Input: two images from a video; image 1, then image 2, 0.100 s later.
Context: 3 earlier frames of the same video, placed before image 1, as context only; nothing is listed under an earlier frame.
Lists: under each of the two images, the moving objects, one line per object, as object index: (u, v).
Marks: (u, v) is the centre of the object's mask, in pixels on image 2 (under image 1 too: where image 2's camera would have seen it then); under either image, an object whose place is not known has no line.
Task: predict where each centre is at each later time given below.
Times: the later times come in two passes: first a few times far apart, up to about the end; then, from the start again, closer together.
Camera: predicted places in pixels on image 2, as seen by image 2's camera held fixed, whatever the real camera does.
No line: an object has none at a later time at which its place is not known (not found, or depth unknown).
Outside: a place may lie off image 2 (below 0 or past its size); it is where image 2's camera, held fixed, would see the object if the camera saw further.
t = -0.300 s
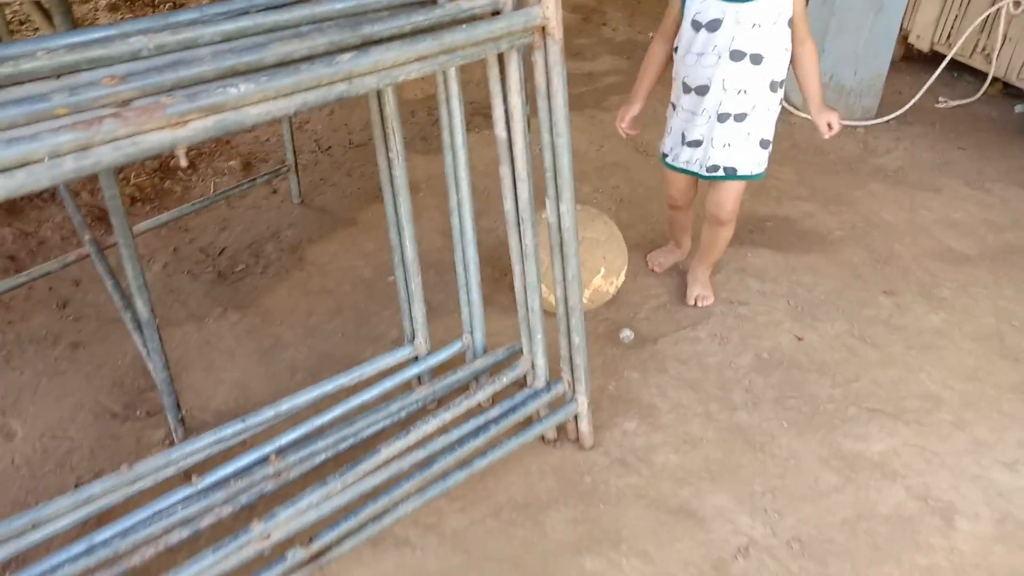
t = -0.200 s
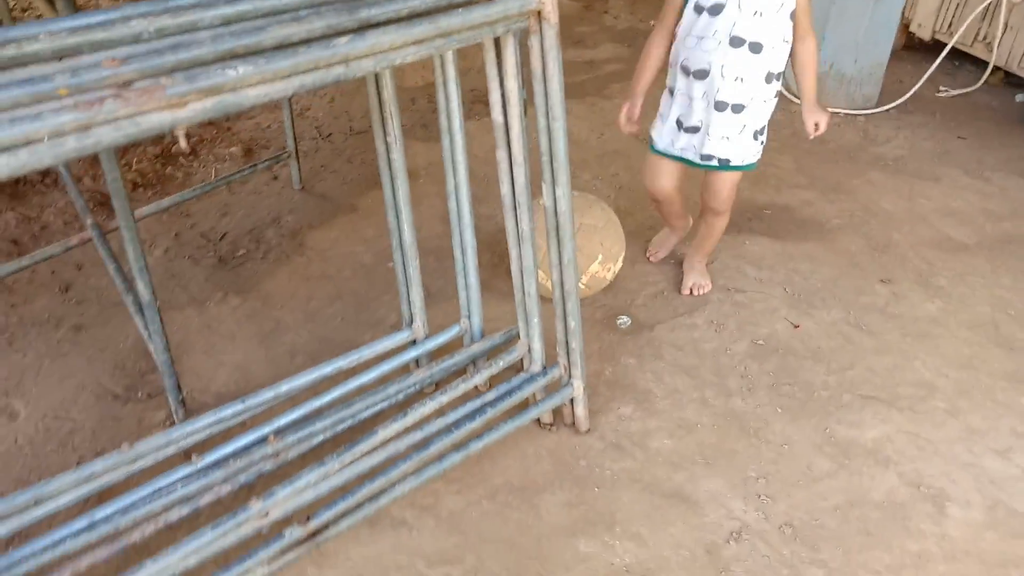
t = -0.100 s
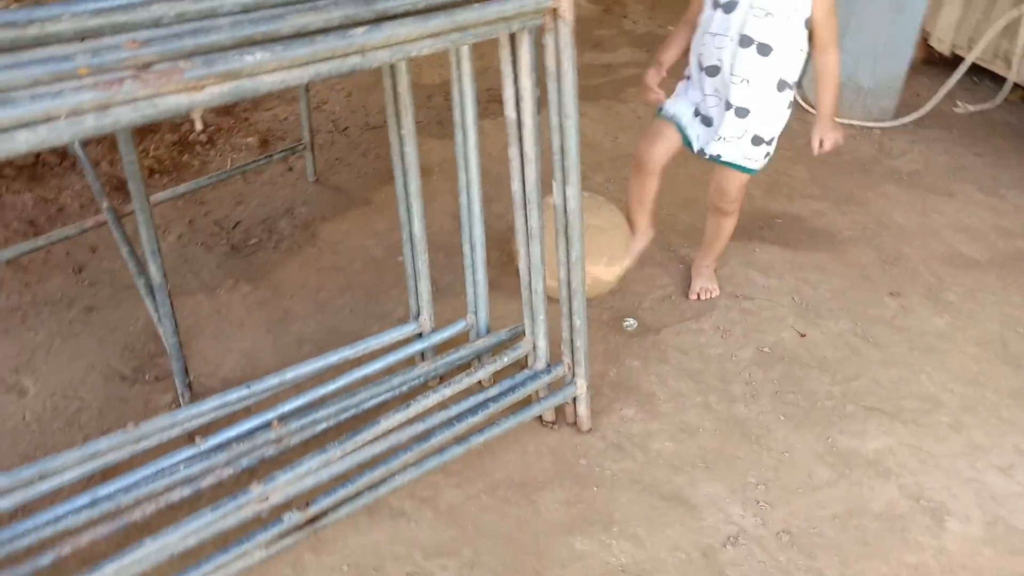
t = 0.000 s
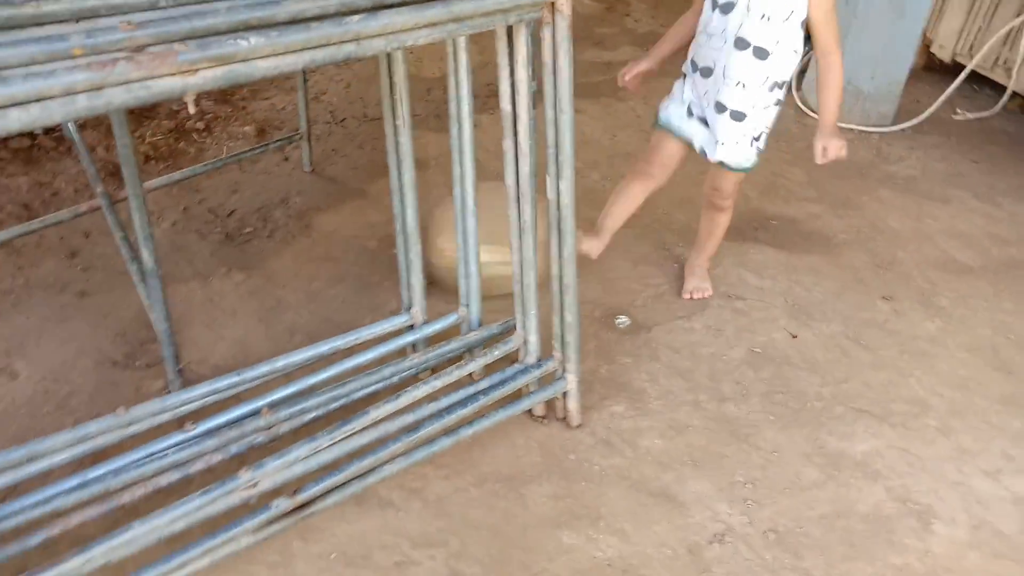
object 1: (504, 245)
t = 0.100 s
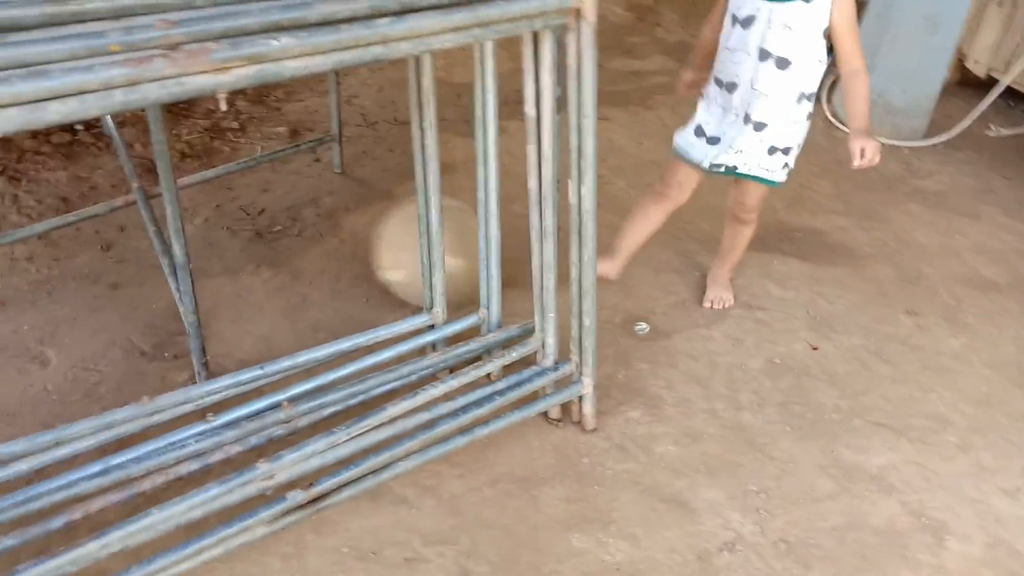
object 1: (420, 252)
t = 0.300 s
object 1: (314, 248)
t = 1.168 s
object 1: (293, 179)
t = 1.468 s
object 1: (305, 170)
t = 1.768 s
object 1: (307, 169)
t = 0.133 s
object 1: (407, 248)
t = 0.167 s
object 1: (378, 249)
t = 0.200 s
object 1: (368, 253)
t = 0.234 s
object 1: (353, 252)
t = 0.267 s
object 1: (333, 248)
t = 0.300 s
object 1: (314, 248)
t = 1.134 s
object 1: (291, 181)
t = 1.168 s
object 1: (293, 179)
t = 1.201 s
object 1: (295, 178)
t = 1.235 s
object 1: (296, 175)
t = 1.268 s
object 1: (297, 173)
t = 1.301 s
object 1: (298, 171)
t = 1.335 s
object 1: (299, 170)
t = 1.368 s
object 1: (301, 171)
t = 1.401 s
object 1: (303, 170)
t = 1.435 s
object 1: (304, 171)
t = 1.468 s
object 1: (305, 170)
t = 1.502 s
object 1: (306, 170)
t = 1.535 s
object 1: (307, 170)
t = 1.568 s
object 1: (307, 170)
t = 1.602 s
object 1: (307, 169)
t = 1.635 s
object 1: (307, 169)
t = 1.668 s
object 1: (307, 169)
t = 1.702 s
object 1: (308, 169)
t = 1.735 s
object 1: (308, 169)
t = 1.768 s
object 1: (307, 169)
